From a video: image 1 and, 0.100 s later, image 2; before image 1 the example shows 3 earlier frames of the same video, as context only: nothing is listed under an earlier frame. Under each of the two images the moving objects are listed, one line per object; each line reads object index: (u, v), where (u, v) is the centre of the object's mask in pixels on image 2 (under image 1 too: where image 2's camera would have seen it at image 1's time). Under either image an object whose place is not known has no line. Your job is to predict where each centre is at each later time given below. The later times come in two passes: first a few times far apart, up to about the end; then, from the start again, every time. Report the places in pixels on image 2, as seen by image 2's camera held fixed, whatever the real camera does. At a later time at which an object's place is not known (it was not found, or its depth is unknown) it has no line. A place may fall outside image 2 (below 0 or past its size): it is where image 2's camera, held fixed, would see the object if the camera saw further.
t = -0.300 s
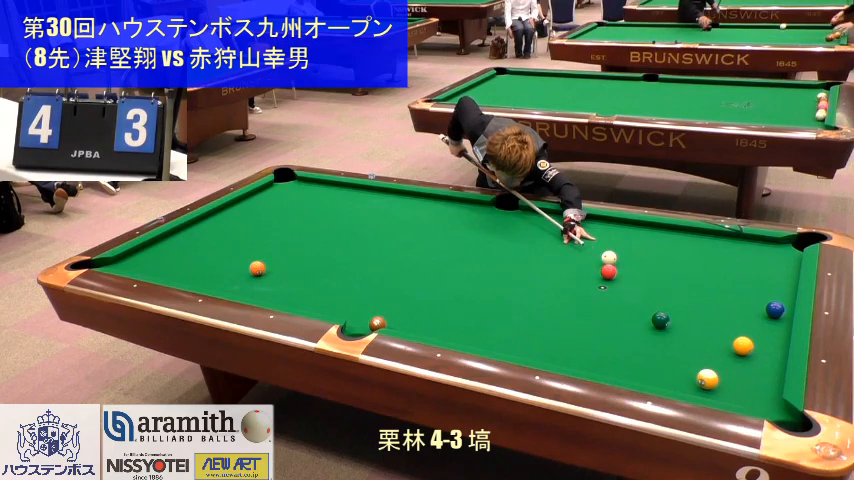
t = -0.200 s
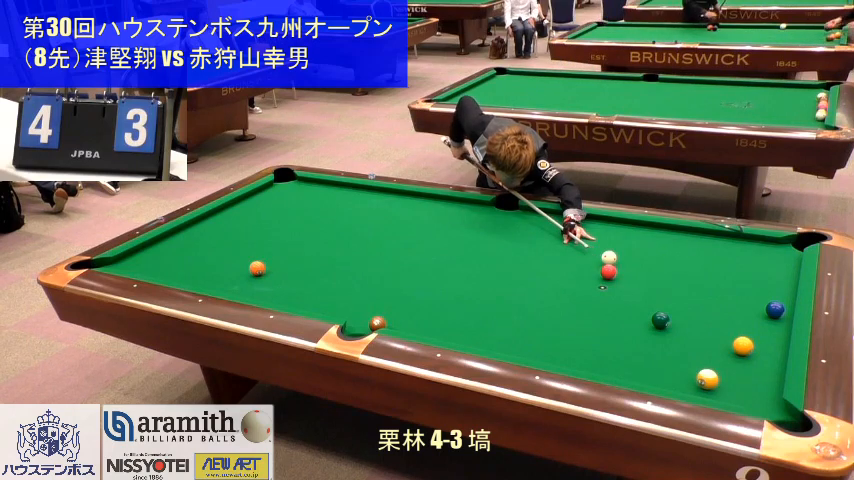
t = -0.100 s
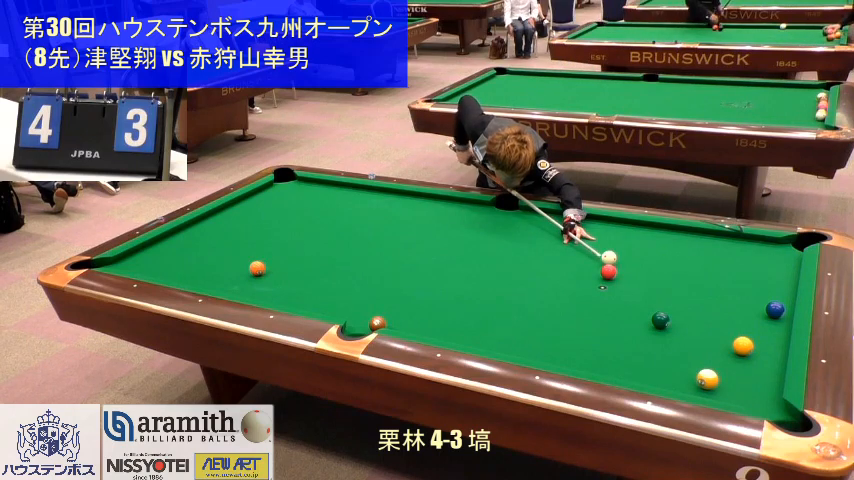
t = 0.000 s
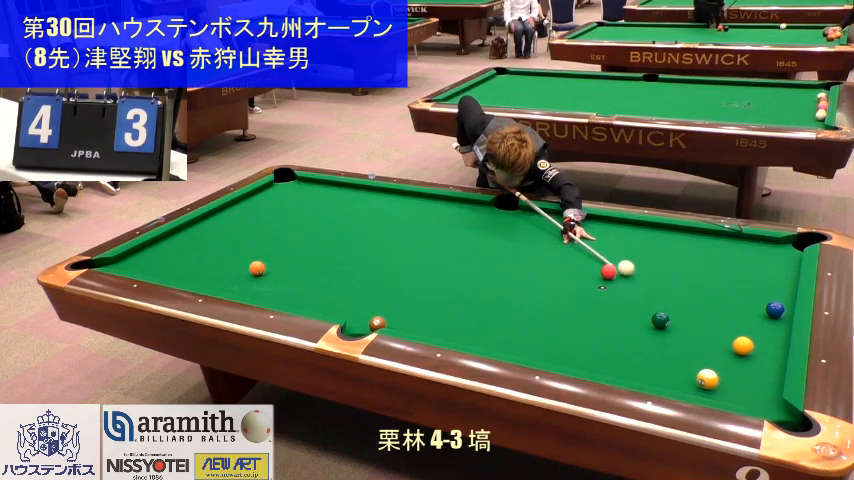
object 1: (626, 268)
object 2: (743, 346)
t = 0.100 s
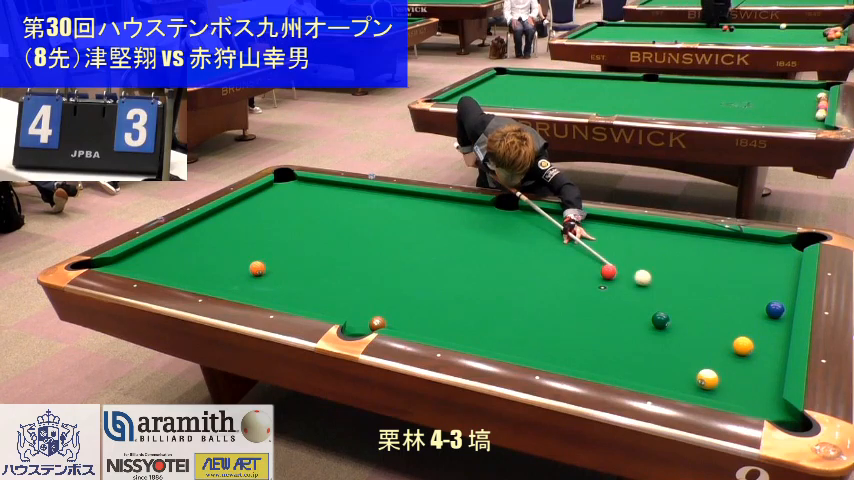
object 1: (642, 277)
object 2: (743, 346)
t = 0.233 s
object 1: (659, 288)
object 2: (743, 346)
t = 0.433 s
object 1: (684, 303)
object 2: (743, 346)
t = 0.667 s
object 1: (715, 322)
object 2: (743, 346)
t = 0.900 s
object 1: (746, 336)
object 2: (745, 350)
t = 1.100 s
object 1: (769, 343)
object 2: (751, 362)
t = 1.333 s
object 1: (771, 346)
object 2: (757, 375)
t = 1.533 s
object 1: (758, 347)
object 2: (763, 387)
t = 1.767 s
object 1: (745, 348)
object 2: (771, 401)
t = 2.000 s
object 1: (733, 350)
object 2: (778, 416)
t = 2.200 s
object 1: (724, 350)
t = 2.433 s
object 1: (715, 351)
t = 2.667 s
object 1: (708, 352)
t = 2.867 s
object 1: (702, 353)
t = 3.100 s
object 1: (697, 353)
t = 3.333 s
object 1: (694, 354)
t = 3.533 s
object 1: (692, 354)
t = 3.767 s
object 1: (692, 355)
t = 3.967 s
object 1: (692, 355)
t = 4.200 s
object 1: (692, 355)
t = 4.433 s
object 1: (692, 355)
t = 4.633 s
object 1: (692, 355)
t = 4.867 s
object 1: (692, 355)
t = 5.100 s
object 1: (692, 355)
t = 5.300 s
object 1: (692, 355)
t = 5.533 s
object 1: (692, 355)
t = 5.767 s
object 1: (692, 355)
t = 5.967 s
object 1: (692, 355)
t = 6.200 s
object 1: (692, 355)
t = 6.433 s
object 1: (692, 355)
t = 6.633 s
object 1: (692, 355)
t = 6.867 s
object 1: (692, 355)
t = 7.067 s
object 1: (692, 355)
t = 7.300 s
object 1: (692, 355)
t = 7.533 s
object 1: (692, 355)
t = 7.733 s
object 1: (692, 355)
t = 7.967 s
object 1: (692, 355)
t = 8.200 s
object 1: (692, 355)
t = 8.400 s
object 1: (692, 355)
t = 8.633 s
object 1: (692, 355)
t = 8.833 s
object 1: (692, 355)
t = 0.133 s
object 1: (647, 280)
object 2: (743, 346)
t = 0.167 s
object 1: (651, 283)
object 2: (743, 346)
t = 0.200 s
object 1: (655, 285)
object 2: (743, 346)
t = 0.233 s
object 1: (659, 288)
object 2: (743, 346)
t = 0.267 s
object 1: (663, 290)
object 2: (743, 346)
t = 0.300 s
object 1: (668, 293)
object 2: (743, 346)
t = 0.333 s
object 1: (672, 295)
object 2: (743, 346)
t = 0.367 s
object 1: (676, 298)
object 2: (743, 346)
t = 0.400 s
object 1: (680, 300)
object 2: (743, 346)
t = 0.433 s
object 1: (684, 303)
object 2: (743, 346)
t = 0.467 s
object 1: (689, 305)
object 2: (743, 346)
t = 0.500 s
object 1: (693, 308)
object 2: (743, 346)
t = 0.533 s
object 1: (697, 311)
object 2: (743, 346)
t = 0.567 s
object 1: (702, 314)
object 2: (743, 346)
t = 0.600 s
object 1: (706, 316)
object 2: (743, 346)
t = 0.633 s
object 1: (711, 319)
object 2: (743, 346)
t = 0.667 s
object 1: (715, 322)
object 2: (743, 346)
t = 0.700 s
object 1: (720, 325)
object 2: (743, 346)
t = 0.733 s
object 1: (724, 327)
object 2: (743, 346)
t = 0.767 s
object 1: (729, 330)
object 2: (743, 346)
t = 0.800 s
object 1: (733, 332)
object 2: (743, 346)
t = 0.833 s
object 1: (737, 333)
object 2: (743, 346)
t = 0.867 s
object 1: (742, 334)
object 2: (744, 348)
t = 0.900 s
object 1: (746, 336)
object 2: (745, 350)
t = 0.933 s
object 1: (750, 337)
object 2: (746, 352)
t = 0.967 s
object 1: (754, 339)
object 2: (747, 354)
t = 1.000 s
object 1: (758, 340)
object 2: (748, 356)
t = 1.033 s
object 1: (761, 341)
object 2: (749, 358)
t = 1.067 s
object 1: (765, 342)
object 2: (750, 360)
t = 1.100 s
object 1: (769, 343)
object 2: (751, 362)
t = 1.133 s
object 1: (772, 344)
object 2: (752, 363)
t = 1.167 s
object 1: (776, 345)
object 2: (753, 366)
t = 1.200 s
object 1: (779, 345)
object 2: (754, 368)
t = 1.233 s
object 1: (777, 346)
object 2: (755, 370)
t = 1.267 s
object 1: (775, 346)
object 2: (755, 372)
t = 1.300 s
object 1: (773, 346)
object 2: (756, 373)
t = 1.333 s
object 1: (771, 346)
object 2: (757, 375)
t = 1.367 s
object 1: (769, 347)
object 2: (758, 377)
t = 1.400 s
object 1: (766, 347)
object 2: (759, 379)
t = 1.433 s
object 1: (764, 347)
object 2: (760, 381)
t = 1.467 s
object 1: (762, 347)
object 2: (762, 383)
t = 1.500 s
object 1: (760, 347)
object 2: (762, 385)
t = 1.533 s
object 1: (758, 347)
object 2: (763, 387)
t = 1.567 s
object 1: (756, 348)
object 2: (764, 389)
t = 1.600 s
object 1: (754, 348)
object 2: (765, 391)
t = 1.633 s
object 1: (752, 348)
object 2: (767, 393)
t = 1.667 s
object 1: (750, 348)
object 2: (768, 395)
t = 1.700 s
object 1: (748, 348)
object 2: (769, 397)
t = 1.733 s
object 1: (747, 348)
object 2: (770, 399)
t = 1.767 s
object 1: (745, 348)
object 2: (771, 401)
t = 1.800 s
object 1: (743, 349)
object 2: (771, 403)
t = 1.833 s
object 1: (741, 349)
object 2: (773, 404)
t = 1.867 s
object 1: (740, 349)
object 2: (773, 406)
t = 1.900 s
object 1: (738, 349)
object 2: (775, 408)
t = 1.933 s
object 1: (736, 349)
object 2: (775, 410)
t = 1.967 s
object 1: (735, 350)
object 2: (776, 413)
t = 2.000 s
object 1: (733, 350)
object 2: (778, 416)
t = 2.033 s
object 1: (732, 350)
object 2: (780, 421)
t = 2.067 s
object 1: (730, 350)
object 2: (783, 427)
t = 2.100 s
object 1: (729, 350)
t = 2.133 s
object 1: (727, 350)
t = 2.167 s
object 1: (726, 350)
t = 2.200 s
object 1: (724, 350)
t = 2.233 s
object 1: (723, 350)
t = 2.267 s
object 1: (721, 351)
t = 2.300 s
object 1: (720, 351)
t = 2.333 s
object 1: (719, 351)
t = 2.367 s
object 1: (718, 351)
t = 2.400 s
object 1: (716, 351)
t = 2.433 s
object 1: (715, 351)
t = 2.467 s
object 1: (714, 351)
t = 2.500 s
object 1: (713, 351)
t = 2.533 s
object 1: (712, 352)
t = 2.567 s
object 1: (710, 352)
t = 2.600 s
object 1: (710, 352)
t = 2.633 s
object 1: (709, 352)
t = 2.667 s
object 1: (708, 352)
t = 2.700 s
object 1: (707, 352)
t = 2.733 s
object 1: (706, 352)
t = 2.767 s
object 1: (705, 352)
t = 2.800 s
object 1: (704, 353)
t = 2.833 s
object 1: (703, 353)
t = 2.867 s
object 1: (702, 353)
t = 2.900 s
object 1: (702, 353)
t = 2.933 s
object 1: (701, 353)
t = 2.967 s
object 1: (700, 353)
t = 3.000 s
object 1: (699, 353)
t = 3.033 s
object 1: (699, 353)
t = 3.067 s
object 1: (698, 353)
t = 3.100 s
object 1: (697, 353)
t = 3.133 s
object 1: (697, 354)
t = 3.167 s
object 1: (696, 353)
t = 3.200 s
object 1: (696, 354)
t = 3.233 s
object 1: (695, 354)
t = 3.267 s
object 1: (695, 354)
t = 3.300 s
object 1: (694, 354)
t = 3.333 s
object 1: (694, 354)
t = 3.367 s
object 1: (694, 354)
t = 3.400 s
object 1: (693, 354)
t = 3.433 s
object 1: (693, 354)
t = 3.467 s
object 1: (693, 354)
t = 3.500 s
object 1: (693, 354)
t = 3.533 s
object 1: (692, 354)
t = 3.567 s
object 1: (692, 355)
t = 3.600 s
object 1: (692, 355)
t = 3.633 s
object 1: (692, 355)
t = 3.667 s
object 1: (692, 355)
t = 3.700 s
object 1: (692, 355)
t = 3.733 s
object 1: (692, 355)
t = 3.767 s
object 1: (692, 355)
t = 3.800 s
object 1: (692, 355)
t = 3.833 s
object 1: (691, 355)
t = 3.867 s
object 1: (692, 355)
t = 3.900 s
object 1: (692, 355)
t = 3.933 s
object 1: (692, 355)
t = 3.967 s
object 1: (692, 355)
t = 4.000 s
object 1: (692, 355)
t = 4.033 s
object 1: (692, 355)
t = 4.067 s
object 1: (692, 355)
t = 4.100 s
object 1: (692, 355)
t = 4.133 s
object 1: (692, 355)
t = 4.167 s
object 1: (692, 355)
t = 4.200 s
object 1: (692, 355)
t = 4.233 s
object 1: (692, 355)
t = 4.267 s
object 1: (692, 355)
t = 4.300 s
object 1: (692, 355)
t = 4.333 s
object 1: (692, 355)
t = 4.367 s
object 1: (692, 355)
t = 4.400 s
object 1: (692, 355)
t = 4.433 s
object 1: (692, 355)
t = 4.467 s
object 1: (692, 355)
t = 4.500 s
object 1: (692, 355)
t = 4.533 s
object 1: (692, 355)
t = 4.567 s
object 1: (692, 355)
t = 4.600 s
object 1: (692, 355)
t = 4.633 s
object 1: (692, 355)
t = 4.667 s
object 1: (692, 355)
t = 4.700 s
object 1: (692, 355)
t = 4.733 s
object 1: (692, 355)
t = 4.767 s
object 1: (692, 355)
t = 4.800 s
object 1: (692, 355)
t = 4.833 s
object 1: (692, 355)
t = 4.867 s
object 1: (692, 355)
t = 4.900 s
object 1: (692, 355)
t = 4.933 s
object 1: (692, 355)
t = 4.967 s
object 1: (692, 355)
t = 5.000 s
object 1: (692, 355)
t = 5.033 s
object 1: (692, 355)
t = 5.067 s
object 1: (692, 355)
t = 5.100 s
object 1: (692, 355)
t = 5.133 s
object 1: (692, 355)
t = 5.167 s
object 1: (692, 355)
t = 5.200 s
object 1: (692, 355)
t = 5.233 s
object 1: (692, 355)
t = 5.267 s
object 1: (692, 355)
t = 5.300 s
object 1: (692, 355)
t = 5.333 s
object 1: (692, 355)
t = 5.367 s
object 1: (692, 355)
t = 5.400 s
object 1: (692, 355)
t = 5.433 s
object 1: (692, 355)
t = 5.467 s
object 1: (692, 355)
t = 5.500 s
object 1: (692, 355)
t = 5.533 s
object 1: (692, 355)
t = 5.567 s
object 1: (692, 355)
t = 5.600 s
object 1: (692, 355)
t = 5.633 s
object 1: (692, 355)
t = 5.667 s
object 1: (692, 355)
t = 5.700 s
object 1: (692, 355)
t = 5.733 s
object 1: (692, 355)
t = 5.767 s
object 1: (692, 355)
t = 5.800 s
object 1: (692, 355)
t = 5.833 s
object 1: (692, 355)
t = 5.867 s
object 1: (692, 355)
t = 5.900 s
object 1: (692, 355)
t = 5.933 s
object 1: (692, 355)
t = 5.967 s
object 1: (692, 355)
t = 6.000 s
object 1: (692, 355)
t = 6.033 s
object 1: (692, 355)
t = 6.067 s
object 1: (692, 355)
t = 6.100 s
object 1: (692, 355)
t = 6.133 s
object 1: (692, 355)
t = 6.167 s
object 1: (692, 355)
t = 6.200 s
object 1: (692, 355)
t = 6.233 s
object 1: (692, 355)
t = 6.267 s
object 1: (692, 355)
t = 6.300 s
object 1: (692, 355)
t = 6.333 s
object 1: (692, 355)
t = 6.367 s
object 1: (692, 355)
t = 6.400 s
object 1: (692, 355)
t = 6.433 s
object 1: (692, 355)
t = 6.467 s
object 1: (692, 355)
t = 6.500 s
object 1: (692, 355)
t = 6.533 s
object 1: (692, 355)
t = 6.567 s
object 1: (692, 355)
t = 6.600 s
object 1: (692, 355)
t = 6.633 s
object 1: (692, 355)
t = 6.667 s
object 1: (692, 355)
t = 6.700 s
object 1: (692, 355)
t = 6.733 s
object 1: (692, 355)
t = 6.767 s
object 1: (692, 355)
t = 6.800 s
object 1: (692, 355)
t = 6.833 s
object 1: (692, 355)
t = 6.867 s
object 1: (692, 355)
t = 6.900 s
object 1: (692, 355)
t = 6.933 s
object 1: (692, 355)
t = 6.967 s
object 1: (692, 355)
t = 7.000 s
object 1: (692, 355)
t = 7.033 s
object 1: (692, 355)
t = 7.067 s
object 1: (692, 355)
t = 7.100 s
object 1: (692, 355)
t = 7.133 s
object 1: (692, 355)
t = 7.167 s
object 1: (692, 355)
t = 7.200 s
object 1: (692, 355)
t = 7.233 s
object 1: (692, 355)
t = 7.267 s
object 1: (692, 355)
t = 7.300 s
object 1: (692, 355)
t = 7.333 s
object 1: (692, 355)
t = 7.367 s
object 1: (692, 355)
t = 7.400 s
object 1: (692, 355)
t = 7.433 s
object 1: (692, 355)
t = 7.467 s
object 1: (692, 355)
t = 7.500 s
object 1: (692, 355)
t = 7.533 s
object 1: (692, 355)
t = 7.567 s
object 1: (692, 355)
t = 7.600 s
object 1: (692, 355)
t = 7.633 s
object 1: (692, 355)
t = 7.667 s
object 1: (692, 355)
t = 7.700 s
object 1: (692, 355)
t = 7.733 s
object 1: (692, 355)
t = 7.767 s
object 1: (692, 355)
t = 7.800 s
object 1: (692, 355)
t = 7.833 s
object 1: (692, 355)
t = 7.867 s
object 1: (692, 355)
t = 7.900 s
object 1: (692, 355)
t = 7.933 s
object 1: (692, 355)
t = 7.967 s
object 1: (692, 355)
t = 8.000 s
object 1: (692, 355)
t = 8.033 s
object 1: (692, 355)
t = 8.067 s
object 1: (692, 355)
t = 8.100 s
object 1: (692, 355)
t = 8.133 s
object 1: (692, 355)
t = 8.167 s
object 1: (692, 355)
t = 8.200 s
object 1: (692, 355)
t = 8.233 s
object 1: (692, 355)
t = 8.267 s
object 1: (692, 355)
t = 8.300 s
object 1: (692, 355)
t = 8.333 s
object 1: (692, 355)
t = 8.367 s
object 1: (692, 355)
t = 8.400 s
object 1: (692, 355)
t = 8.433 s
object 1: (692, 355)
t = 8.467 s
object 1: (692, 355)
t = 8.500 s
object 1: (692, 355)
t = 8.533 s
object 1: (692, 355)
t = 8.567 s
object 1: (692, 355)
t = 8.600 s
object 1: (692, 355)
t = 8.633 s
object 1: (692, 355)
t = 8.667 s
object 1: (692, 355)
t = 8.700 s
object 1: (692, 355)
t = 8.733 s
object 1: (692, 355)
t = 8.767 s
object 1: (692, 355)
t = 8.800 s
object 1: (692, 355)
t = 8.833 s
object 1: (692, 355)
